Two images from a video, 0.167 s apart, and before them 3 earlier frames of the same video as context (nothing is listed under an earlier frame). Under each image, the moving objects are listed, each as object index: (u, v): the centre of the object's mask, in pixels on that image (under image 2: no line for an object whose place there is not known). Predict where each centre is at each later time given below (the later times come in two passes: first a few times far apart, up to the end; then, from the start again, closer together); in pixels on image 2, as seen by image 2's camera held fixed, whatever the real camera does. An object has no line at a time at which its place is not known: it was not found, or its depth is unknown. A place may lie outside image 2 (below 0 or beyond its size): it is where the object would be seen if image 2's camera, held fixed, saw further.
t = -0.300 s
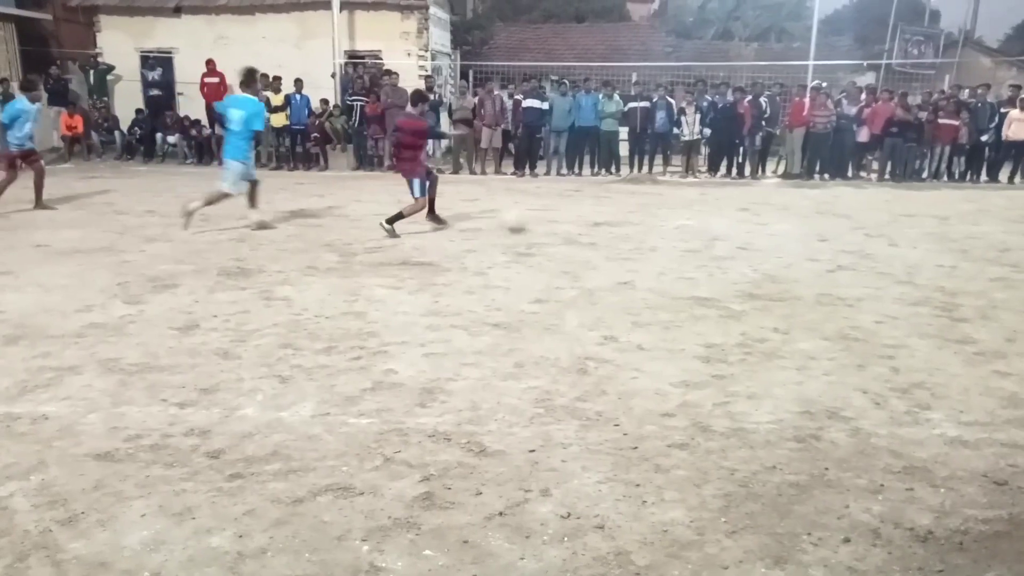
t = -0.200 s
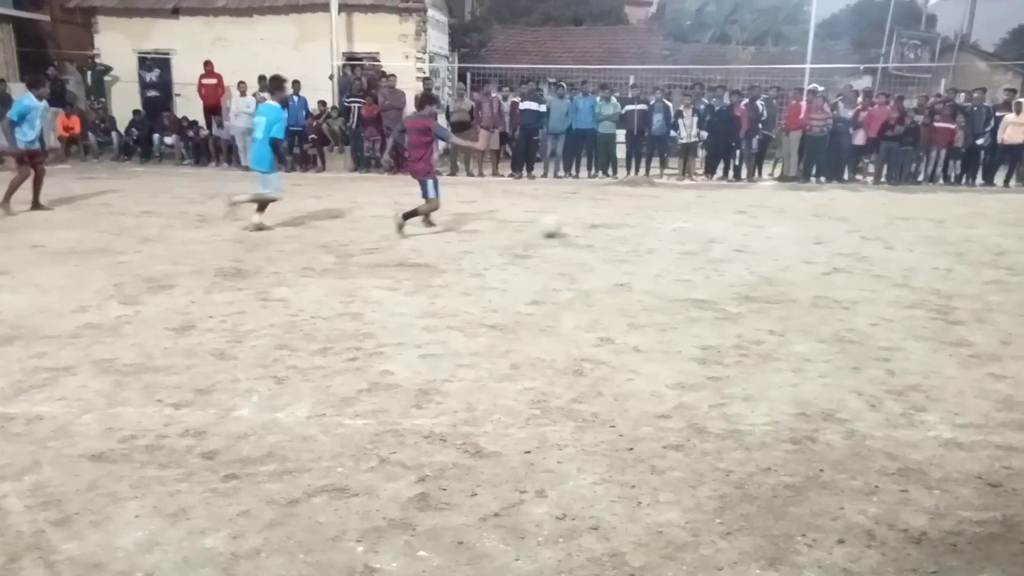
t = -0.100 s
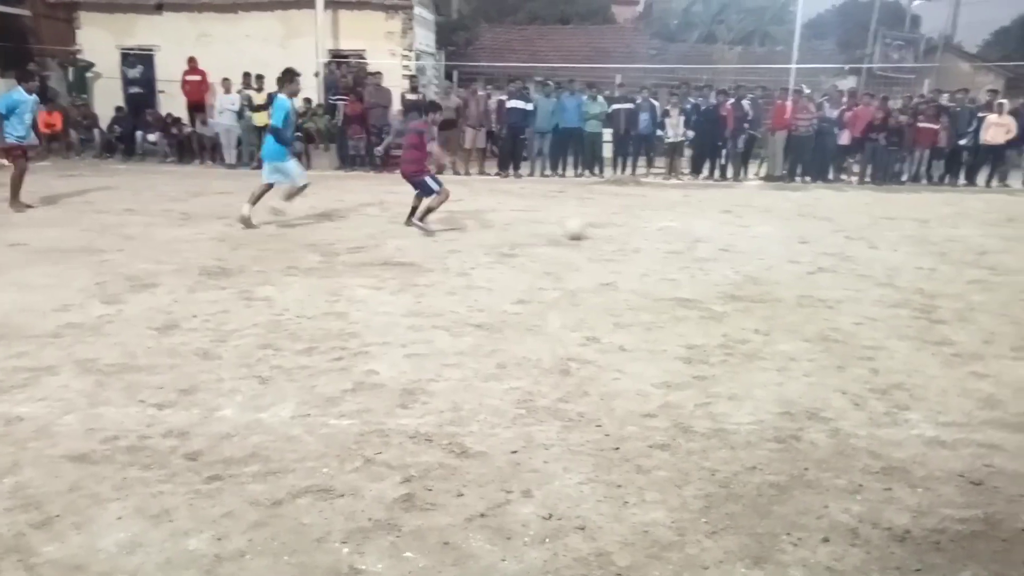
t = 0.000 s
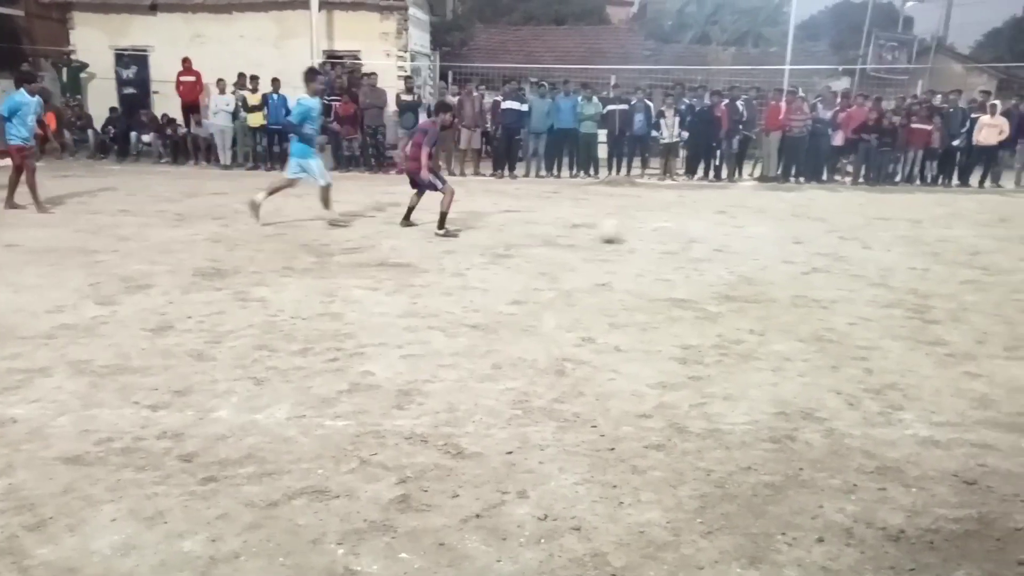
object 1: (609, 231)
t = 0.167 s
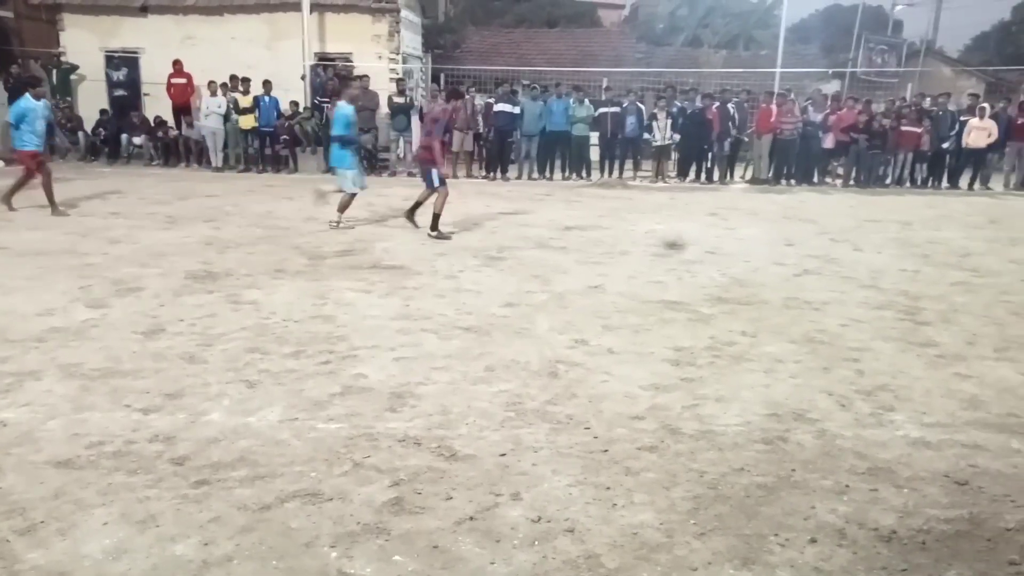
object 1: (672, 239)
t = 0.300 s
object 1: (725, 243)
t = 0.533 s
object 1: (809, 248)
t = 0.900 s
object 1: (968, 259)
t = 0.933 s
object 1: (983, 261)
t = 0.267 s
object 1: (710, 240)
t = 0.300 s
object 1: (725, 243)
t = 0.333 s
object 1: (738, 246)
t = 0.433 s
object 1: (780, 242)
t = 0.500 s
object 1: (793, 243)
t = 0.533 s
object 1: (809, 248)
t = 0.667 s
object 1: (866, 252)
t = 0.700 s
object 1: (879, 248)
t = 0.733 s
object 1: (893, 252)
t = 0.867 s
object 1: (953, 256)
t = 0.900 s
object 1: (968, 259)
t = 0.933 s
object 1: (983, 261)
